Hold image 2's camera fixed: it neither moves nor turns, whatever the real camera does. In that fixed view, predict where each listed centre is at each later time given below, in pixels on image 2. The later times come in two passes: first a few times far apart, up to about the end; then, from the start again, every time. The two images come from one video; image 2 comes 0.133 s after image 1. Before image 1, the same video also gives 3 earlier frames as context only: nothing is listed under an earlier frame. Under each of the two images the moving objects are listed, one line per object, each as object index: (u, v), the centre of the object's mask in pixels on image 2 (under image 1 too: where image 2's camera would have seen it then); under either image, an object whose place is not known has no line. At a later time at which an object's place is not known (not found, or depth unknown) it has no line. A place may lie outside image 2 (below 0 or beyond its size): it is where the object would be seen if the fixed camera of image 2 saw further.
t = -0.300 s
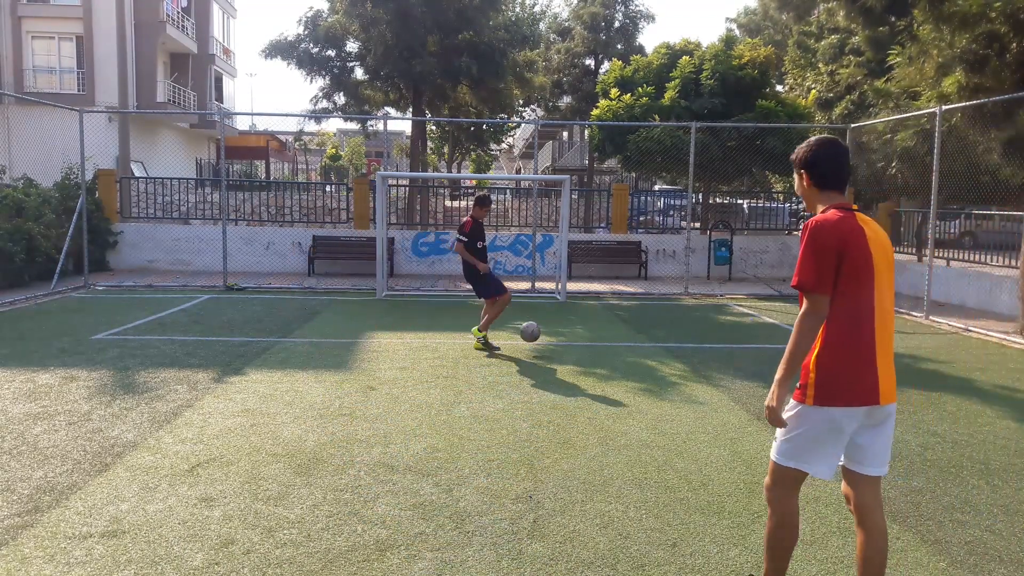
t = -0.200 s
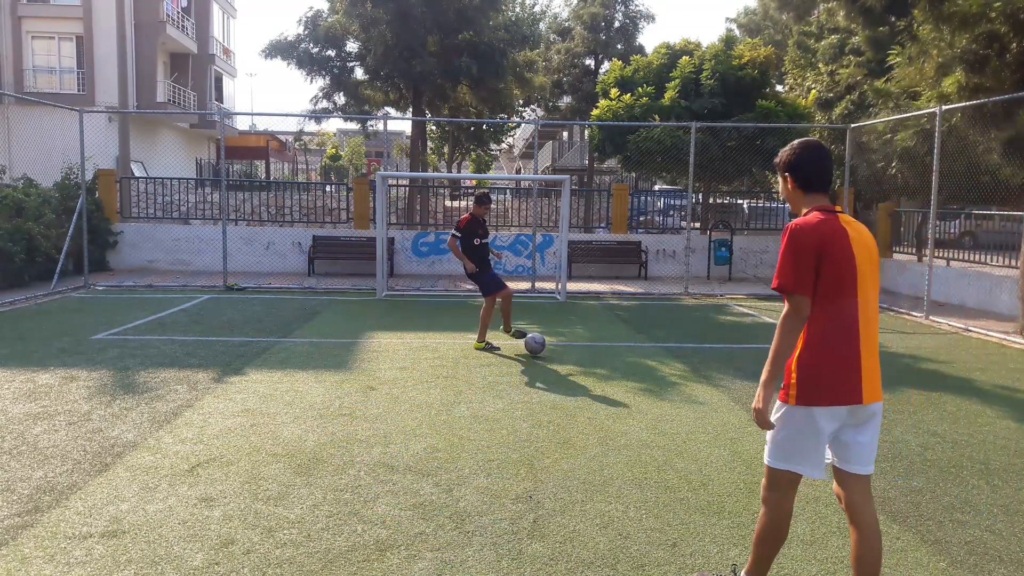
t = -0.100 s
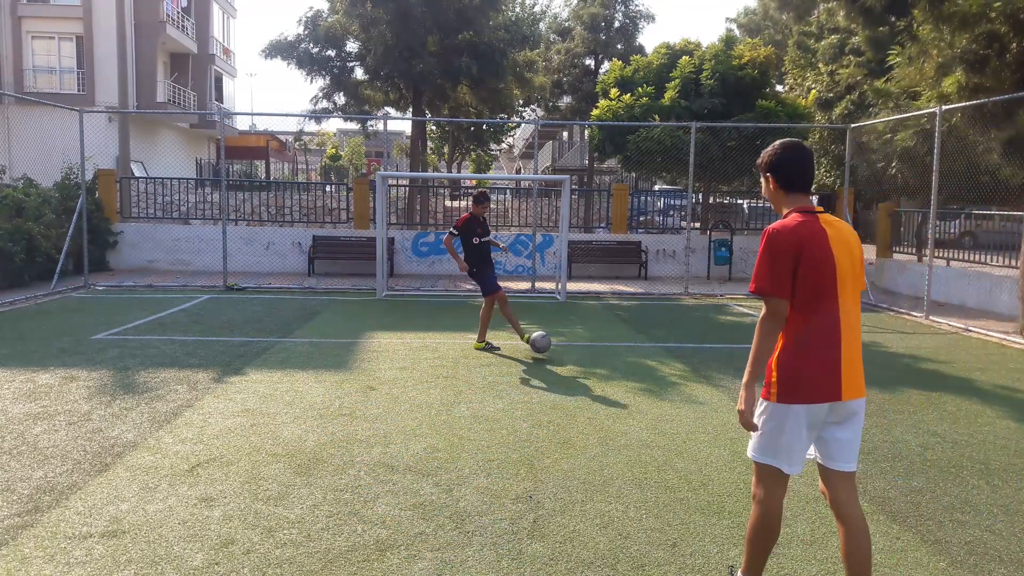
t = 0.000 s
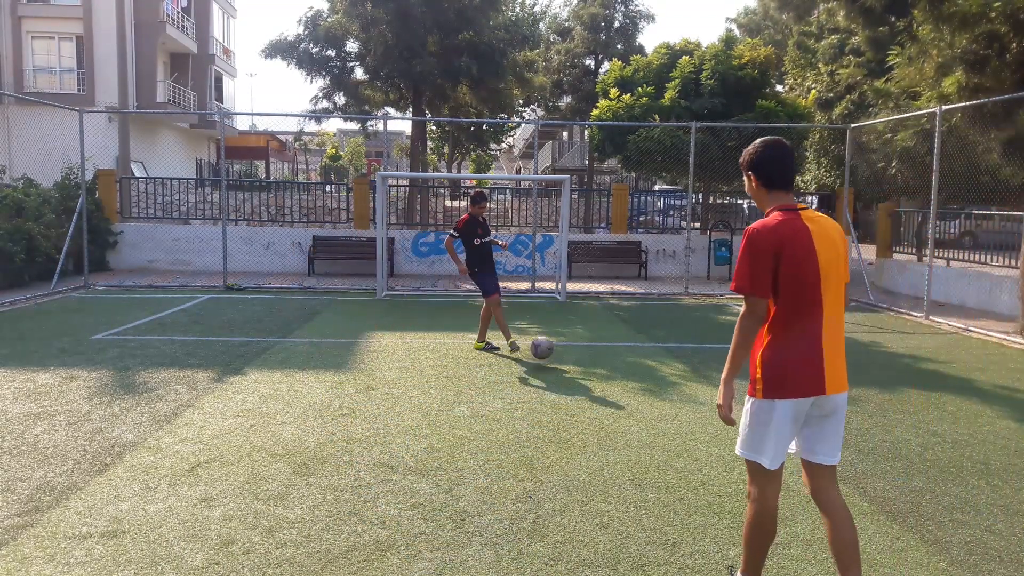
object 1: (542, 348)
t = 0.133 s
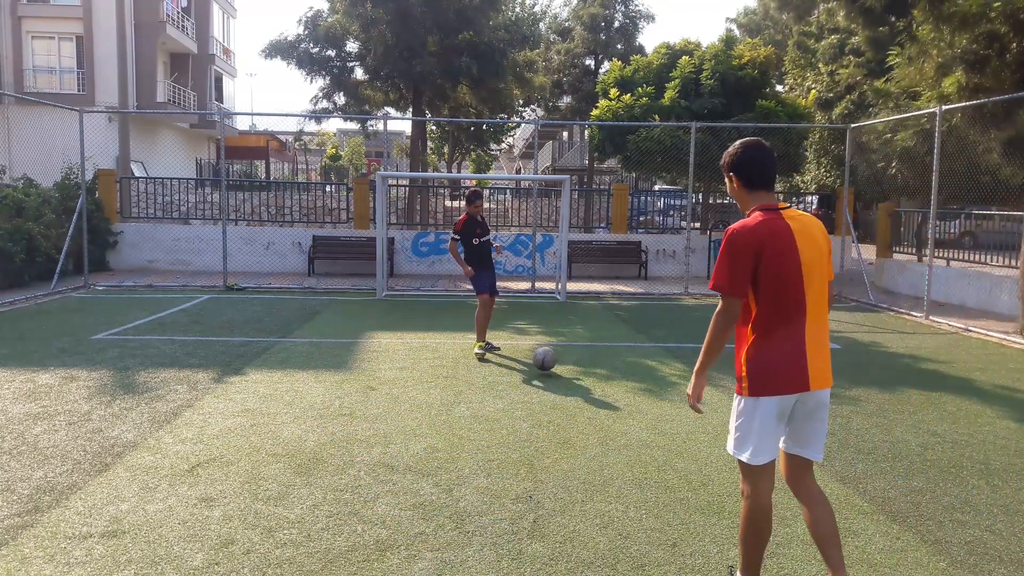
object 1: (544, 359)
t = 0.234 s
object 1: (548, 362)
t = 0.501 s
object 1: (561, 382)
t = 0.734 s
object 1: (574, 397)
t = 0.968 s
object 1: (591, 413)
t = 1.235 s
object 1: (613, 435)
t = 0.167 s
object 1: (545, 359)
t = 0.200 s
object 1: (547, 360)
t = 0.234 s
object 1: (548, 362)
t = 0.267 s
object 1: (549, 366)
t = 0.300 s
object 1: (551, 371)
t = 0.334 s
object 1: (552, 371)
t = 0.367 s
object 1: (554, 371)
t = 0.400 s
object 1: (556, 373)
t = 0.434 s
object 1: (557, 375)
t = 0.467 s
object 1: (559, 380)
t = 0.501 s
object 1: (561, 382)
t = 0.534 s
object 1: (562, 382)
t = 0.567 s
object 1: (564, 384)
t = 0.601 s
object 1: (566, 388)
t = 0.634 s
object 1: (568, 390)
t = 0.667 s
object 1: (570, 391)
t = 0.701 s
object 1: (572, 394)
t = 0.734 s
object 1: (574, 397)
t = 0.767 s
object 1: (576, 399)
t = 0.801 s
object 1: (579, 401)
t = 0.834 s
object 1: (581, 404)
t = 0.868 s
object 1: (583, 406)
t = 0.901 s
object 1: (586, 408)
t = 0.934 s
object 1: (588, 411)
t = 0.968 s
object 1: (591, 413)
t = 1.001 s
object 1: (593, 416)
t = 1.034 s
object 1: (596, 419)
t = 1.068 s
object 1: (599, 421)
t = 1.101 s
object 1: (601, 424)
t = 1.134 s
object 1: (604, 426)
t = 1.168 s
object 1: (607, 429)
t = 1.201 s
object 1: (610, 432)
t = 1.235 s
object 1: (613, 435)
